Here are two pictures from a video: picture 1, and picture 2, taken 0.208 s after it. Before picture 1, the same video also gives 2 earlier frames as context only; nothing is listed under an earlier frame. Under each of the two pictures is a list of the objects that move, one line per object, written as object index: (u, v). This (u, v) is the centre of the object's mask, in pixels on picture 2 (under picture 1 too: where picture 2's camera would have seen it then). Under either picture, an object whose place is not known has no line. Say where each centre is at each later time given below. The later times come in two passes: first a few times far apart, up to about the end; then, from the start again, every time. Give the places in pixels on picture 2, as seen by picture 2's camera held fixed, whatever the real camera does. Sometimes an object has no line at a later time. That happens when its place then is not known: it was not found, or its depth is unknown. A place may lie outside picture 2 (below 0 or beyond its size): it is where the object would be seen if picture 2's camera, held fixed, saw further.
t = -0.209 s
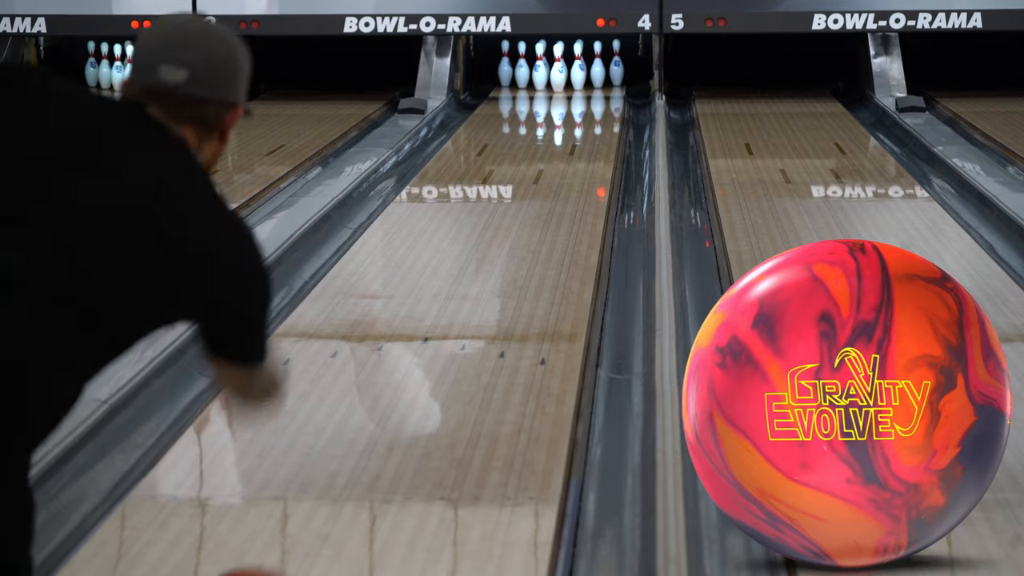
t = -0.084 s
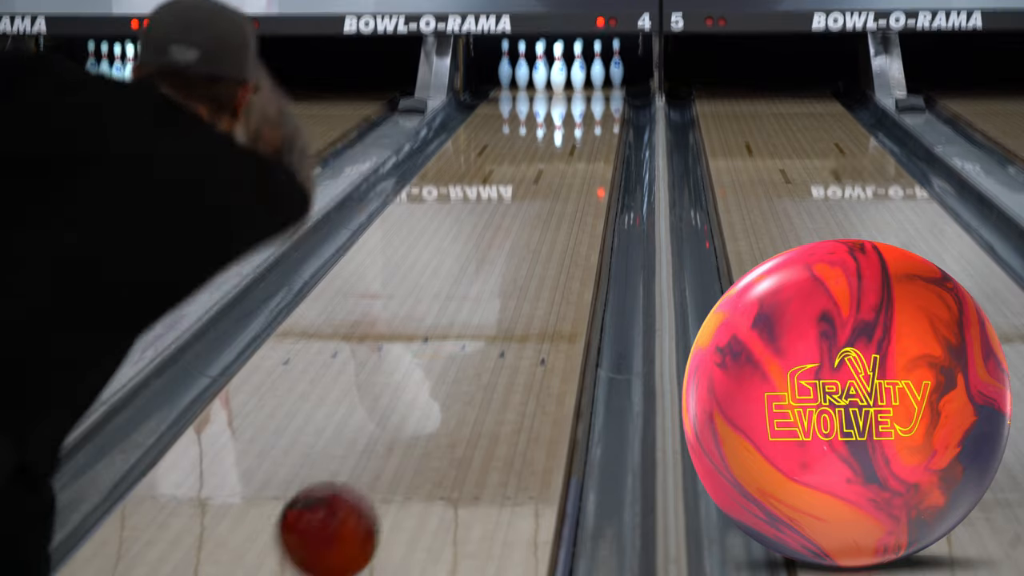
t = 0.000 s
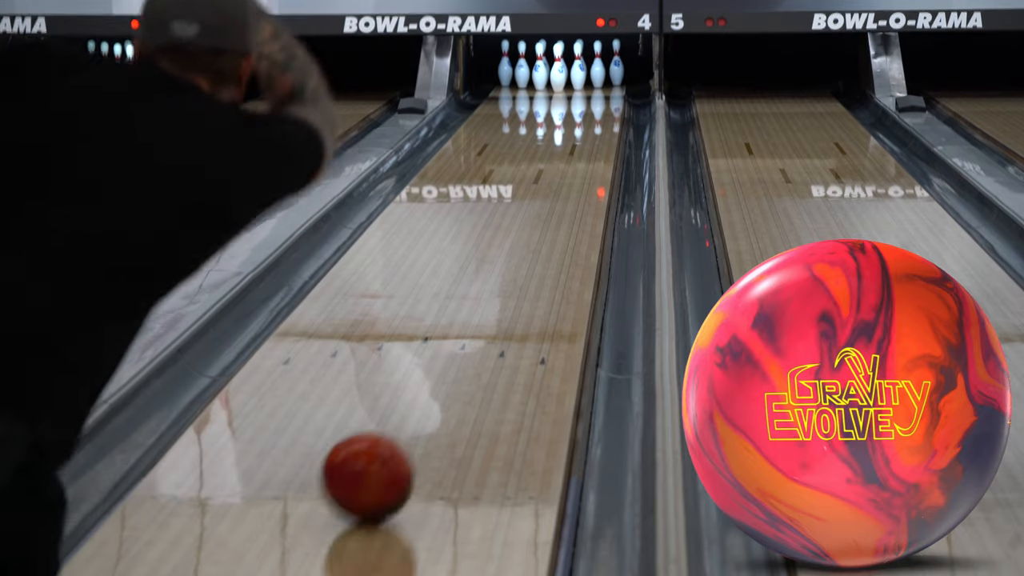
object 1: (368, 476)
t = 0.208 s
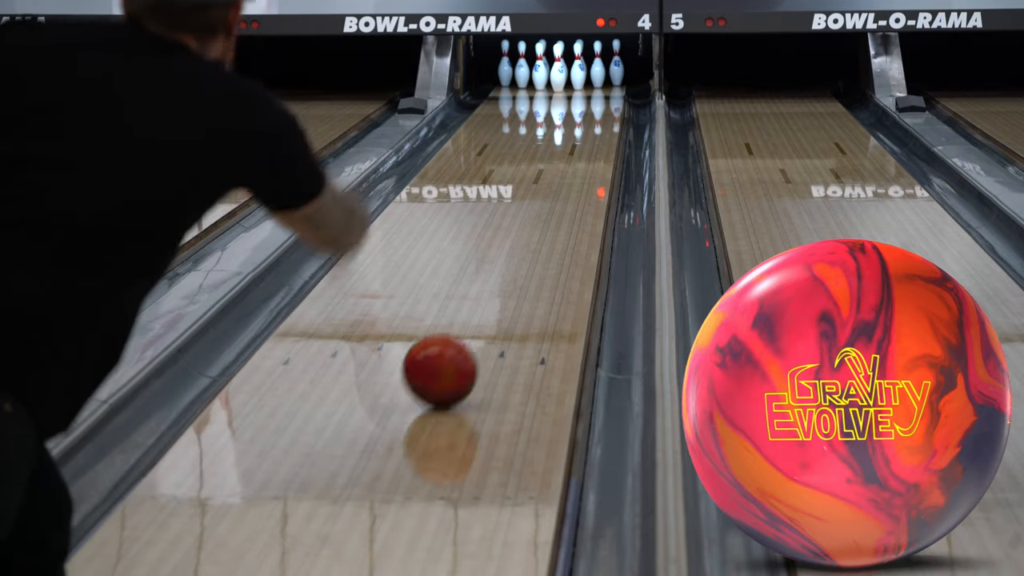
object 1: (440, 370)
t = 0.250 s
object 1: (451, 354)
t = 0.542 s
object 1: (511, 265)
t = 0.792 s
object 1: (544, 213)
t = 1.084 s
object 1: (571, 170)
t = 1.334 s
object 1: (587, 142)
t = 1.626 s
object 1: (597, 117)
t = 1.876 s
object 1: (595, 100)
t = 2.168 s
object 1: (580, 86)
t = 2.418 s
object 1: (573, 76)
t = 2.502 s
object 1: (577, 74)
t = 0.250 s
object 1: (451, 354)
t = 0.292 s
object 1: (461, 338)
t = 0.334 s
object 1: (471, 324)
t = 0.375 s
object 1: (480, 310)
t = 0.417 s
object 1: (488, 298)
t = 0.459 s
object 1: (496, 287)
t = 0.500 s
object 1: (504, 276)
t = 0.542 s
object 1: (511, 265)
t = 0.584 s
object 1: (517, 255)
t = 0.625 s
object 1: (523, 246)
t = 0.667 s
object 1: (529, 237)
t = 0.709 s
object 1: (534, 229)
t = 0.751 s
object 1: (539, 221)
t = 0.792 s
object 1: (544, 213)
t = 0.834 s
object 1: (549, 206)
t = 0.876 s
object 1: (553, 199)
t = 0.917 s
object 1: (557, 192)
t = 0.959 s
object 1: (561, 186)
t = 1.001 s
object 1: (565, 181)
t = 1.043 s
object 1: (568, 175)
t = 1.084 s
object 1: (571, 170)
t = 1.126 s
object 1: (574, 165)
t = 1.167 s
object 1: (577, 159)
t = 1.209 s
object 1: (580, 155)
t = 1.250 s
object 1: (583, 150)
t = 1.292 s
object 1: (585, 146)
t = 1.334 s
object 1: (587, 142)
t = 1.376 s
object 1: (589, 138)
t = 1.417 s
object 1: (591, 134)
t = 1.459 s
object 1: (593, 130)
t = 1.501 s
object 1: (594, 127)
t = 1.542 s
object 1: (595, 123)
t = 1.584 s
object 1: (596, 120)
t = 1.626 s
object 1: (597, 117)
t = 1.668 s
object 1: (598, 114)
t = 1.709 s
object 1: (597, 111)
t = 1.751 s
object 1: (597, 108)
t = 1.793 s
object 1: (596, 106)
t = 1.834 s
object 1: (596, 104)
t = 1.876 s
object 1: (595, 100)
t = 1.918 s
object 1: (593, 98)
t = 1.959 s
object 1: (592, 96)
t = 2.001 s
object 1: (590, 93)
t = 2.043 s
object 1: (588, 91)
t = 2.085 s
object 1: (585, 90)
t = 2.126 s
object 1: (582, 88)
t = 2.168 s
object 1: (580, 86)
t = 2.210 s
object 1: (577, 84)
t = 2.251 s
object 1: (574, 82)
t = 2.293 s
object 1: (572, 80)
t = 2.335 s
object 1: (572, 78)
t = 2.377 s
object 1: (573, 77)
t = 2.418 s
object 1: (573, 76)
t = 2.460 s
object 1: (574, 75)
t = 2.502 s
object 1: (577, 74)
